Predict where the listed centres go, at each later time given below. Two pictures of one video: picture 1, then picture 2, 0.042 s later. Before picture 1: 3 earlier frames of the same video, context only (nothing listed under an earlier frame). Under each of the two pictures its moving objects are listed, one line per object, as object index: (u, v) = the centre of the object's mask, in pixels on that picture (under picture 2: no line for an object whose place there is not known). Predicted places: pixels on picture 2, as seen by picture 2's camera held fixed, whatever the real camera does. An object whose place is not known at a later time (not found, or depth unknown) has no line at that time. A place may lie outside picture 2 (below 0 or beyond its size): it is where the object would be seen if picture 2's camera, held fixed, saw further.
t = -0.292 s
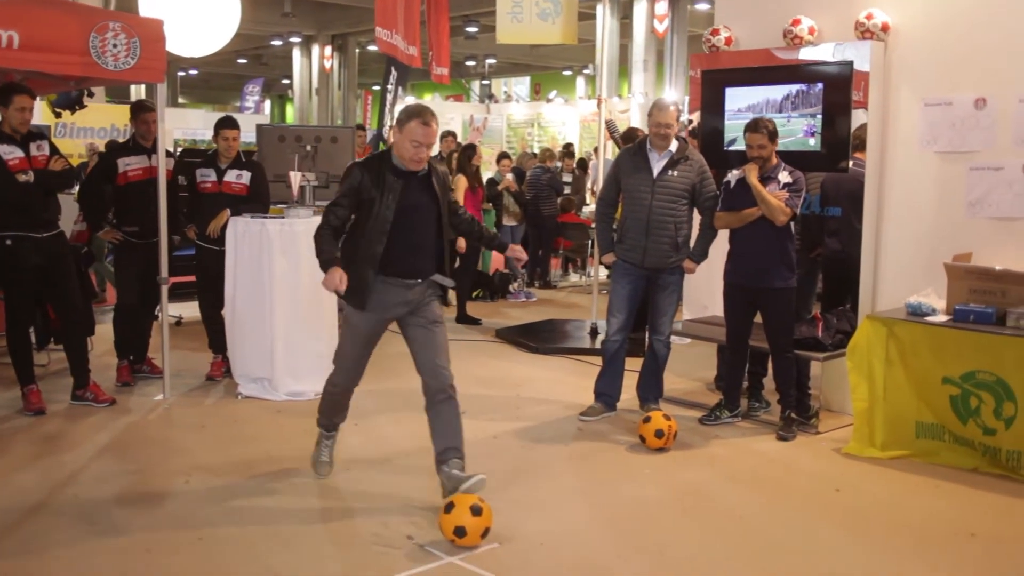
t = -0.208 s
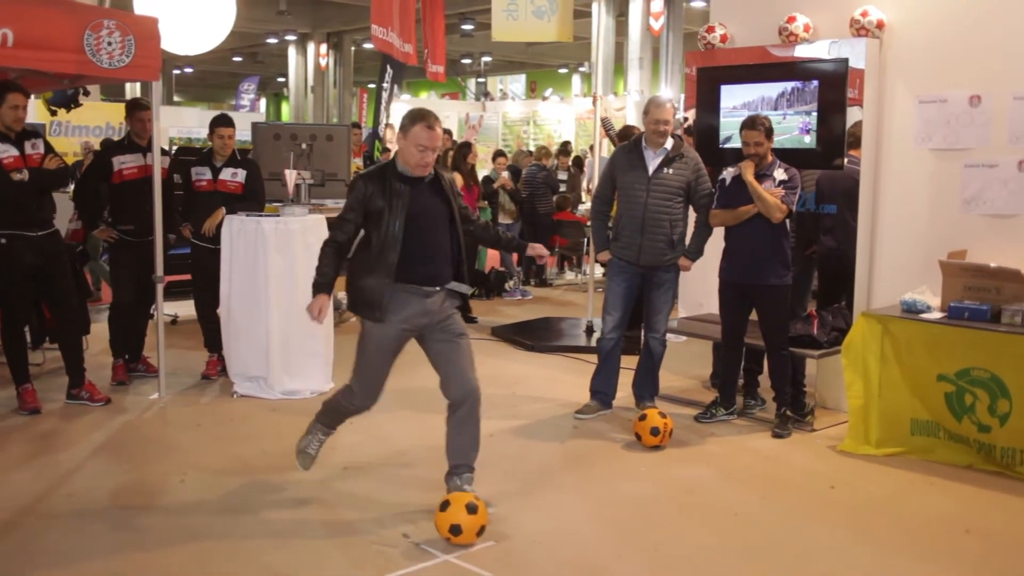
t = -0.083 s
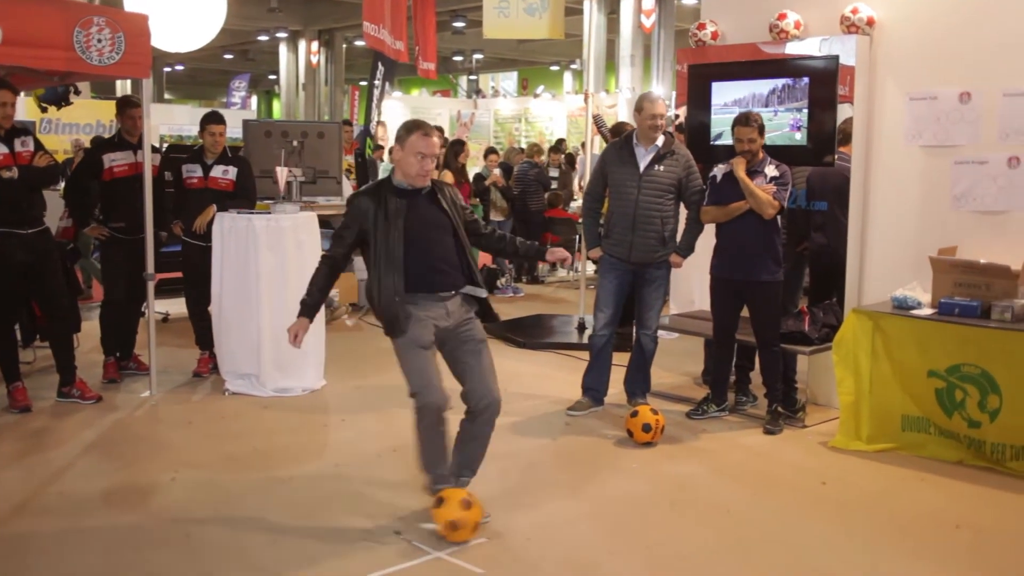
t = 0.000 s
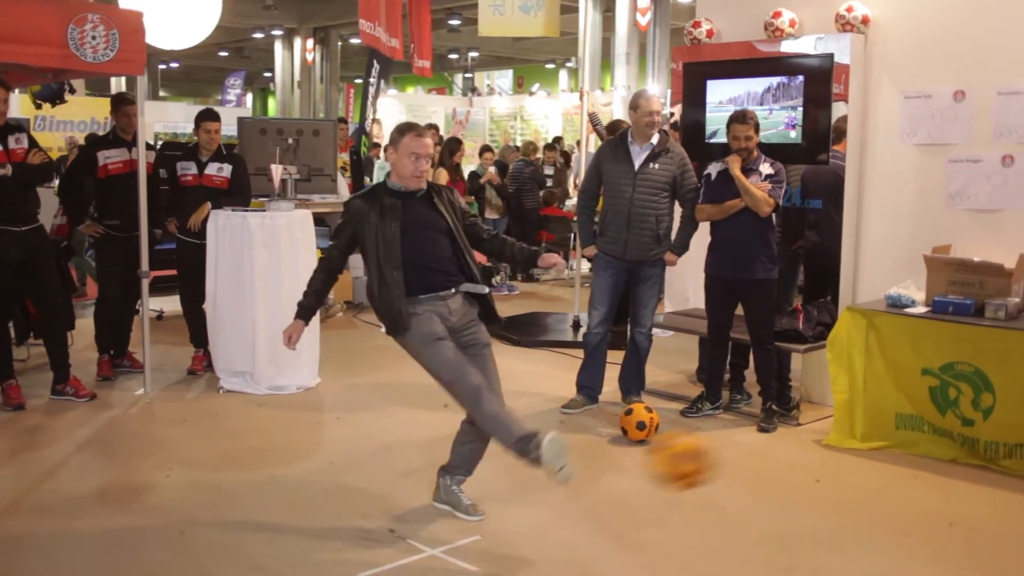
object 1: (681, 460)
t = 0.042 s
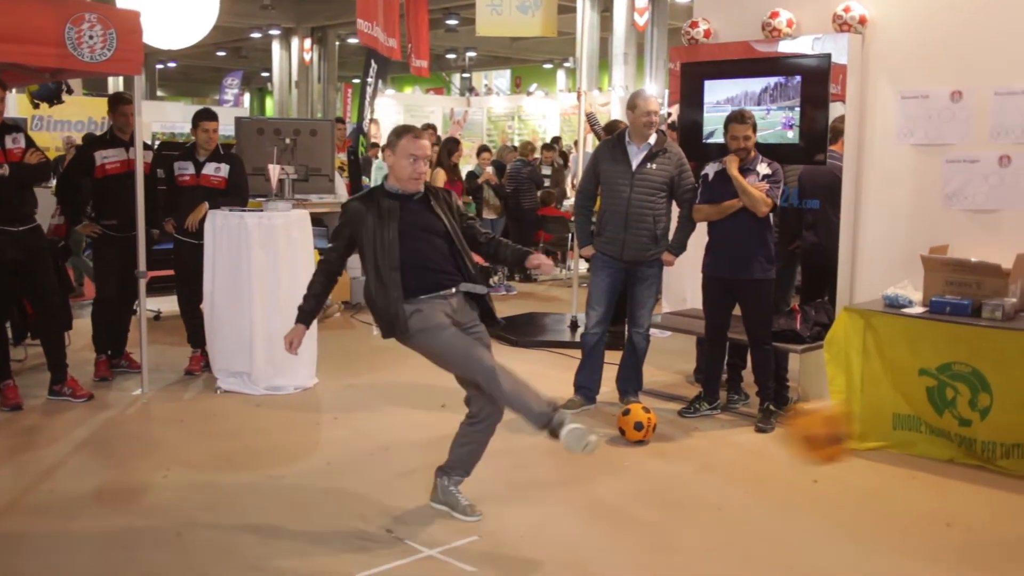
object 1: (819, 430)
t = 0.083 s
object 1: (982, 405)
